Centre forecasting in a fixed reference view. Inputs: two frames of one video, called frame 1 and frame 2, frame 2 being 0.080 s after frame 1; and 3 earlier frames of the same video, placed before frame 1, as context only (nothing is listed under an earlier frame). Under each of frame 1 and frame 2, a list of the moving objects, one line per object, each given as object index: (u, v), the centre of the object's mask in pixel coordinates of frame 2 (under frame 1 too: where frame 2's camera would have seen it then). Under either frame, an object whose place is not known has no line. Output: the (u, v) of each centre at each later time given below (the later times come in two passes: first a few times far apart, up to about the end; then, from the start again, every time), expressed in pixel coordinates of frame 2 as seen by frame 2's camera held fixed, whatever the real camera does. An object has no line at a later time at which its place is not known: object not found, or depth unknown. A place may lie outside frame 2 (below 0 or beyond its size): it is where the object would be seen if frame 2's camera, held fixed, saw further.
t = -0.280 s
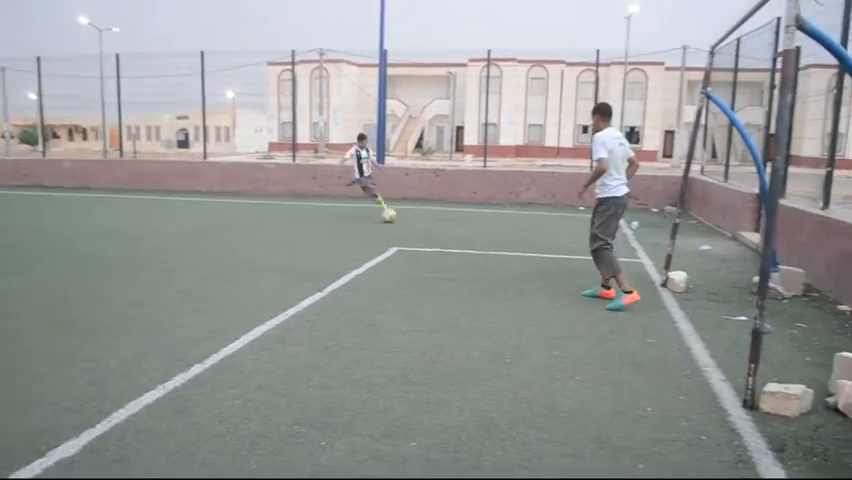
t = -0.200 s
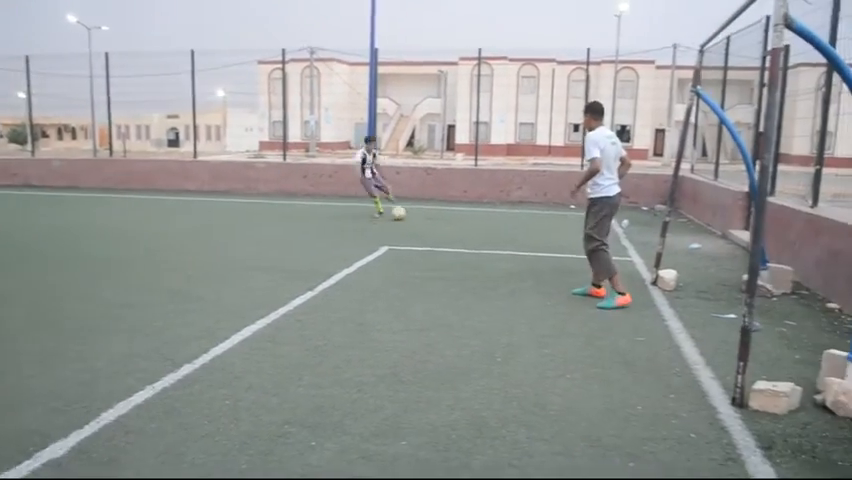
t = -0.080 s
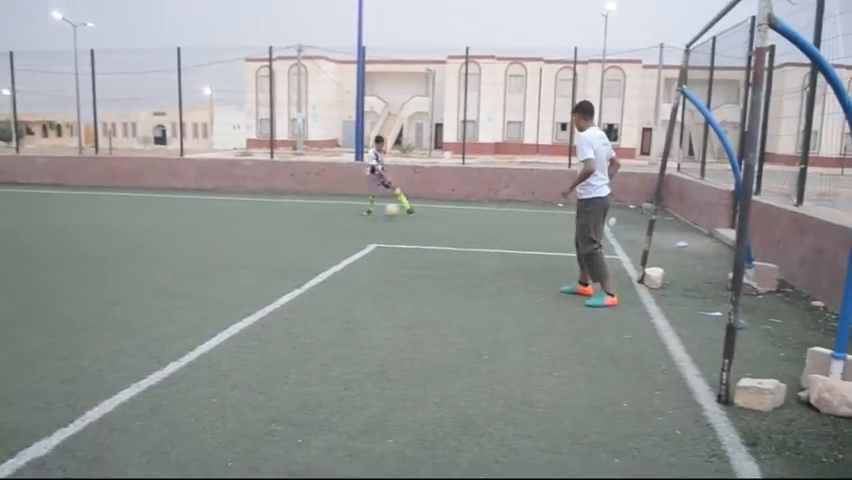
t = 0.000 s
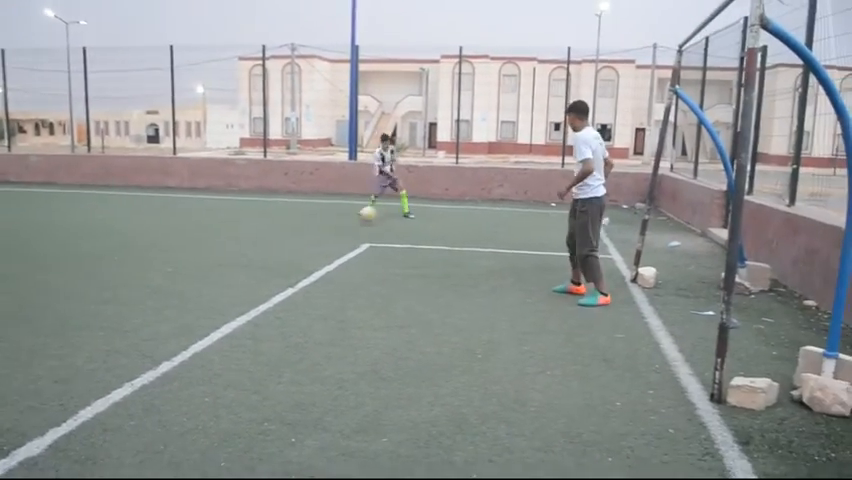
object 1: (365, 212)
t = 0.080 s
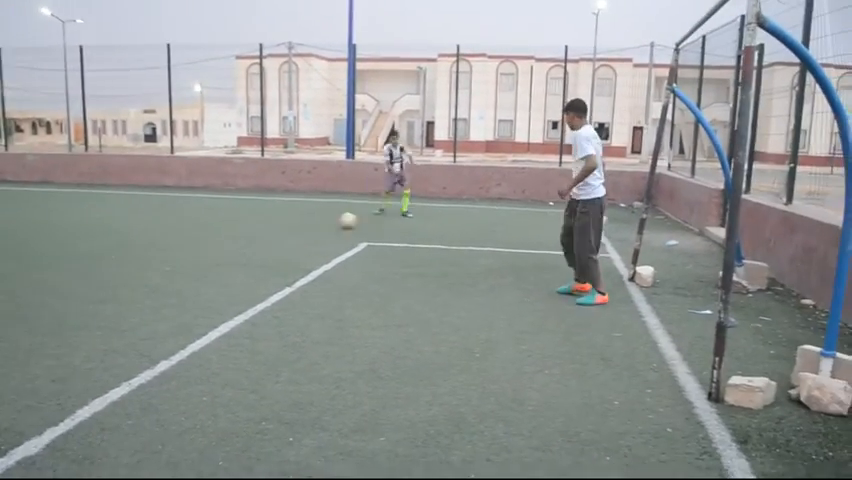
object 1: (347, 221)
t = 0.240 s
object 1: (312, 229)
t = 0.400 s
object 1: (280, 236)
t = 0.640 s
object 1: (222, 255)
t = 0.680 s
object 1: (211, 256)
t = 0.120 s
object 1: (339, 220)
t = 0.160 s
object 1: (331, 221)
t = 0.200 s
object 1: (322, 224)
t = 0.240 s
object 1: (312, 229)
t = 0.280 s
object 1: (304, 233)
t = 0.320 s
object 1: (296, 232)
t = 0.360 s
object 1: (288, 233)
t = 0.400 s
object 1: (280, 236)
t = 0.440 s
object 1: (271, 242)
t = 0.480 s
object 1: (262, 244)
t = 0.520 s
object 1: (252, 245)
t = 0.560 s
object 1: (242, 247)
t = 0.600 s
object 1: (232, 251)
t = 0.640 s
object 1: (222, 255)
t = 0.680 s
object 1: (211, 256)
